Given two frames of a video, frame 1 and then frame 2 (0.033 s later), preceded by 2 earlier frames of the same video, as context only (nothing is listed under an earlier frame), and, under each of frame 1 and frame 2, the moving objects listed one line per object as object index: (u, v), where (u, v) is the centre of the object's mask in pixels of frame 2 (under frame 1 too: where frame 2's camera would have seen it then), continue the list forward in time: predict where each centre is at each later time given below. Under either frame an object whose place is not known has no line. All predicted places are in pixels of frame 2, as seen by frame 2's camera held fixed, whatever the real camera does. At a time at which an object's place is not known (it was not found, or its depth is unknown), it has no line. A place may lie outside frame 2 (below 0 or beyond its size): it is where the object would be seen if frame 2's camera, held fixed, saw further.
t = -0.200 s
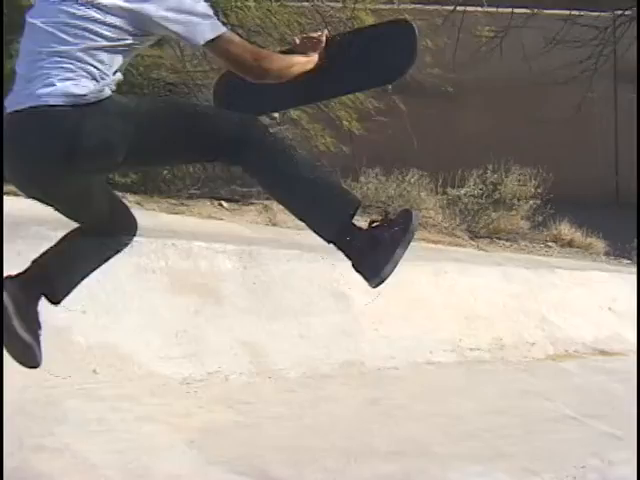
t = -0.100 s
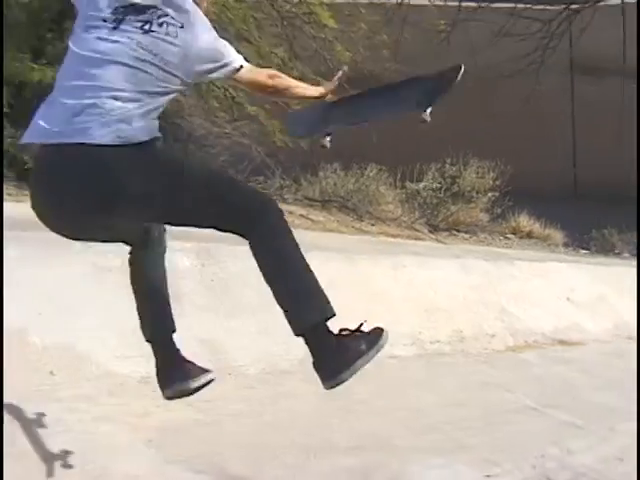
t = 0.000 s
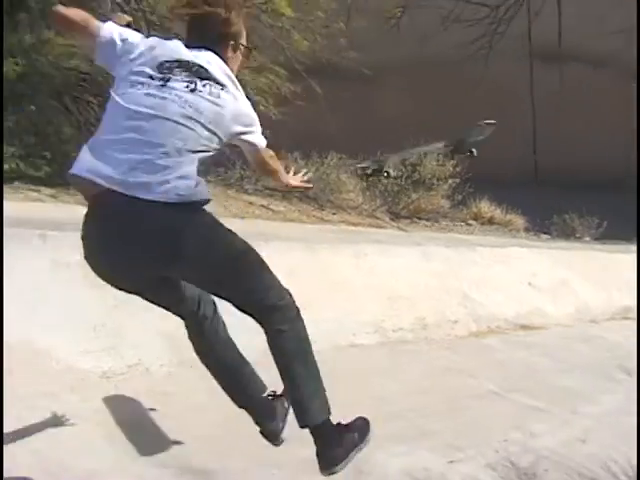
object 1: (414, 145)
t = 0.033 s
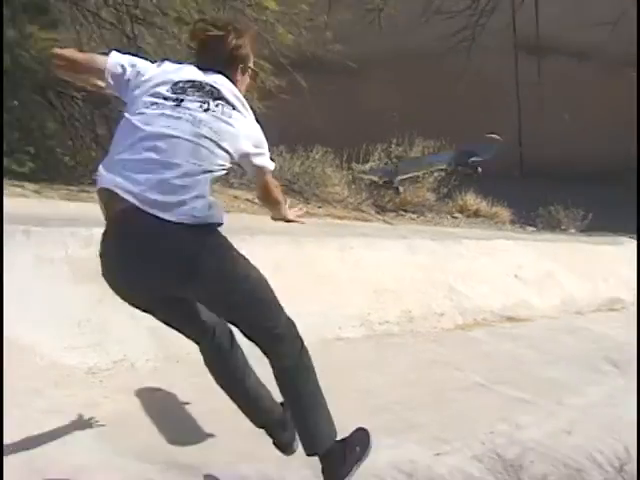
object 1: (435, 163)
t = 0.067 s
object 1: (453, 185)
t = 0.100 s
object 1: (479, 207)
